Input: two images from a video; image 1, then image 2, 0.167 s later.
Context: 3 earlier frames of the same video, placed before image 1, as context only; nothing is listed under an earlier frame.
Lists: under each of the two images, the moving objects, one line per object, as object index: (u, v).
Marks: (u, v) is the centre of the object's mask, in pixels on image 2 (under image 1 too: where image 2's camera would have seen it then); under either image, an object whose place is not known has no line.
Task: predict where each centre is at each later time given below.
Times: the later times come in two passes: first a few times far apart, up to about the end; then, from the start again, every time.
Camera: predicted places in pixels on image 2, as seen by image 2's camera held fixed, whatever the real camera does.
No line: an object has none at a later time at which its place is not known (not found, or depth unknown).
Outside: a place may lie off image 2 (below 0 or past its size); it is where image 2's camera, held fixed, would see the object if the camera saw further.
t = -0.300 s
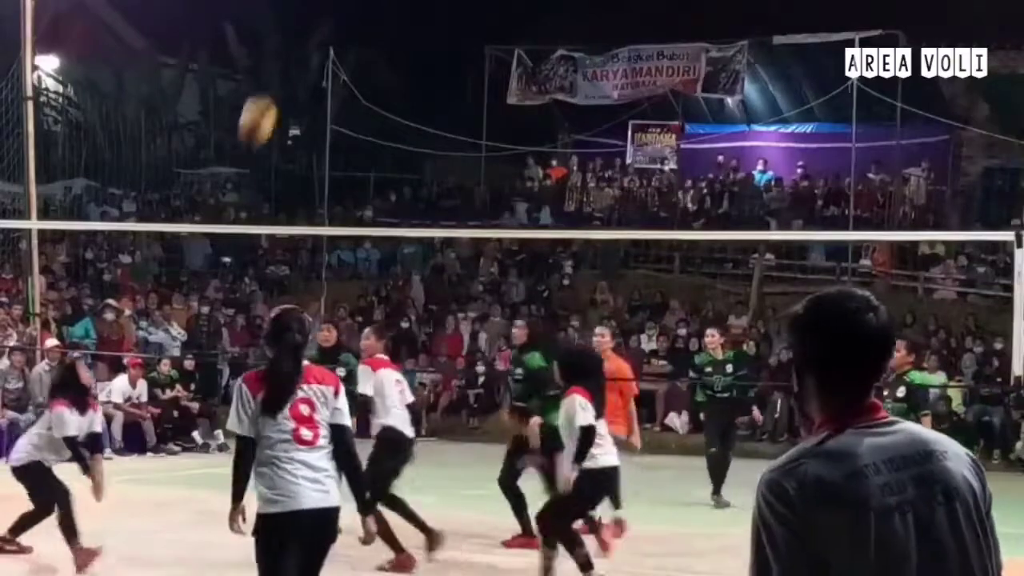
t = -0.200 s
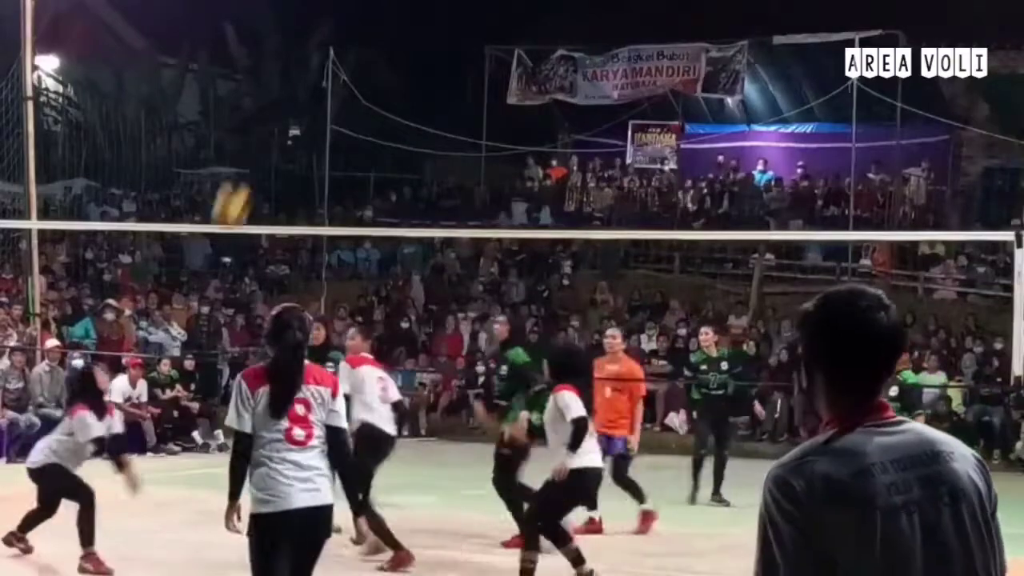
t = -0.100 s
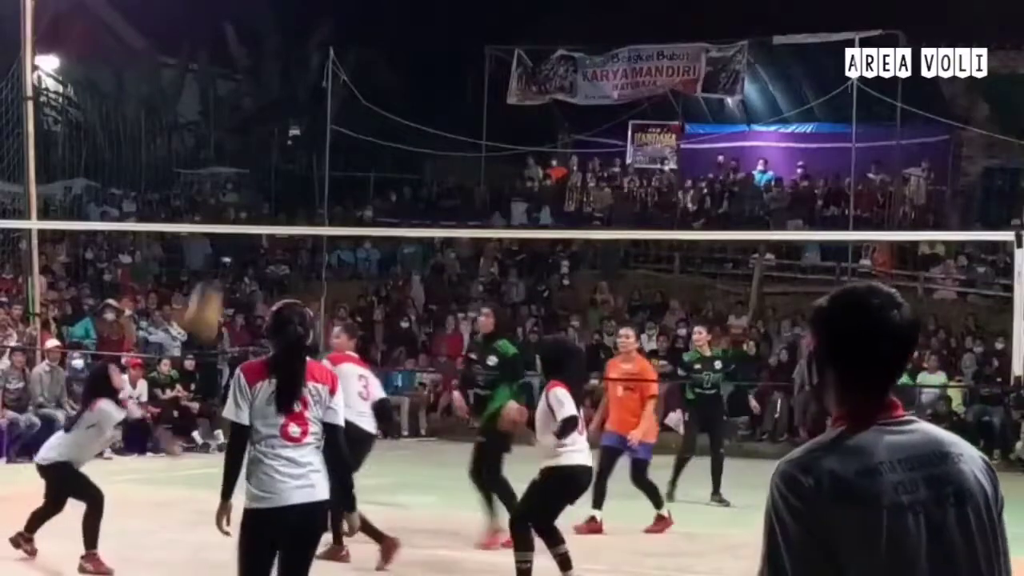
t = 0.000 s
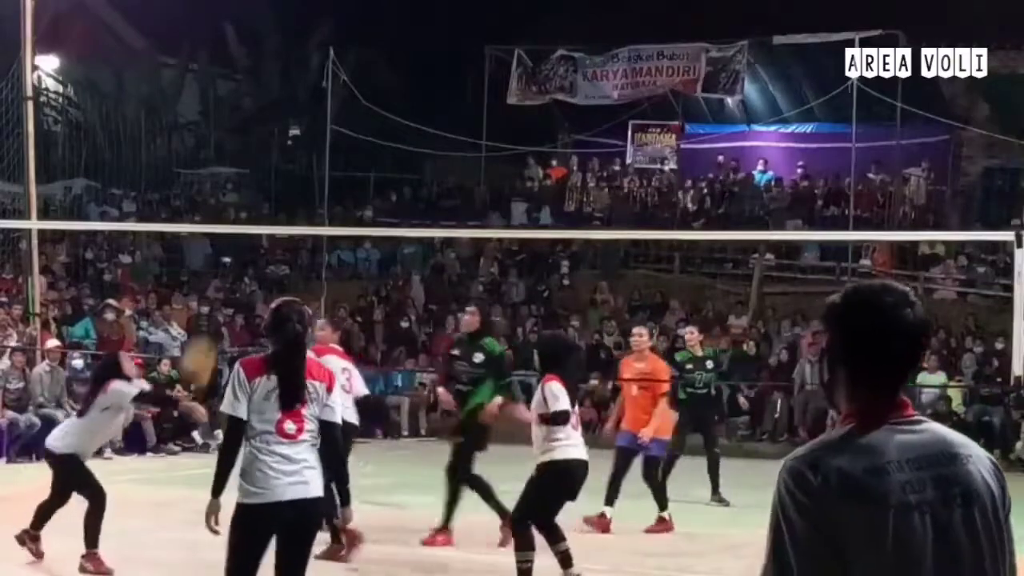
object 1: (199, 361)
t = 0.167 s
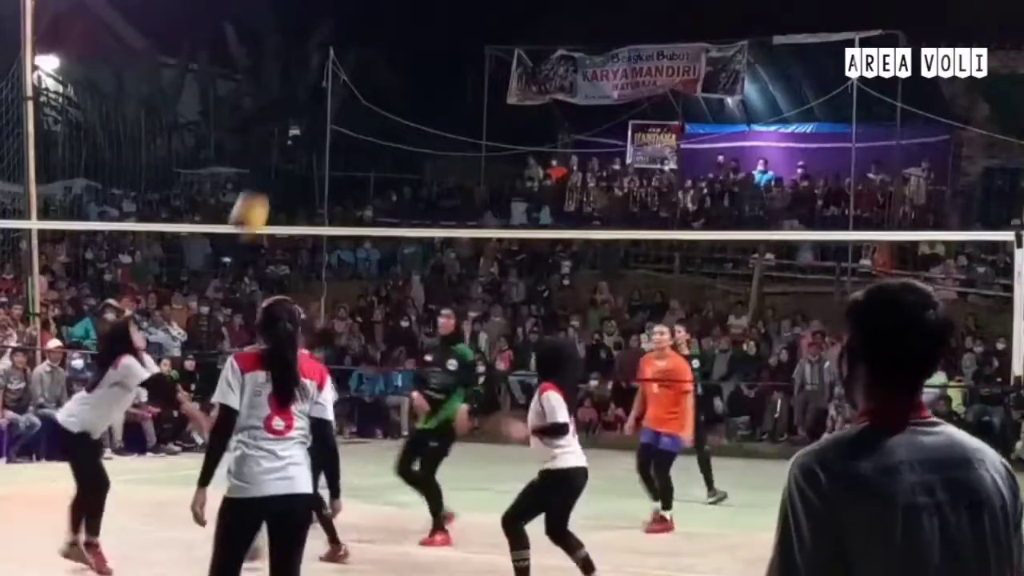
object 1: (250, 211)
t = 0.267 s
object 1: (280, 147)
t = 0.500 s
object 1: (348, 52)
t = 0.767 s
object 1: (422, 52)
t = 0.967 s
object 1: (476, 130)
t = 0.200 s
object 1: (260, 190)
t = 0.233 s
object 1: (270, 167)
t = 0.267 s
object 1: (280, 147)
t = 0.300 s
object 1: (290, 128)
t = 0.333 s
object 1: (299, 109)
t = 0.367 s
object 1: (309, 95)
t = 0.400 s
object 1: (320, 81)
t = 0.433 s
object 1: (329, 69)
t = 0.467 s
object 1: (338, 59)
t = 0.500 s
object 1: (348, 52)
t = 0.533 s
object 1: (357, 45)
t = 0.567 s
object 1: (366, 40)
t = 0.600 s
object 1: (376, 37)
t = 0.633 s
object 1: (386, 37)
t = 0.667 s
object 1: (395, 38)
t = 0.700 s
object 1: (404, 41)
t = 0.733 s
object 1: (413, 45)
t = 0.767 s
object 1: (422, 52)
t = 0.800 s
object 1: (431, 60)
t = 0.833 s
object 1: (440, 70)
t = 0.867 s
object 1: (449, 82)
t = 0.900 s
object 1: (457, 96)
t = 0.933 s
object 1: (467, 112)
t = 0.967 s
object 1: (476, 130)
